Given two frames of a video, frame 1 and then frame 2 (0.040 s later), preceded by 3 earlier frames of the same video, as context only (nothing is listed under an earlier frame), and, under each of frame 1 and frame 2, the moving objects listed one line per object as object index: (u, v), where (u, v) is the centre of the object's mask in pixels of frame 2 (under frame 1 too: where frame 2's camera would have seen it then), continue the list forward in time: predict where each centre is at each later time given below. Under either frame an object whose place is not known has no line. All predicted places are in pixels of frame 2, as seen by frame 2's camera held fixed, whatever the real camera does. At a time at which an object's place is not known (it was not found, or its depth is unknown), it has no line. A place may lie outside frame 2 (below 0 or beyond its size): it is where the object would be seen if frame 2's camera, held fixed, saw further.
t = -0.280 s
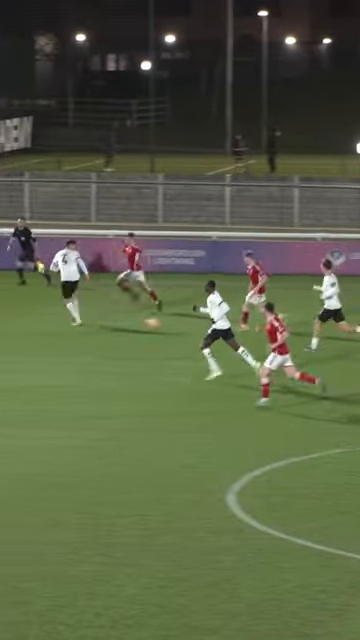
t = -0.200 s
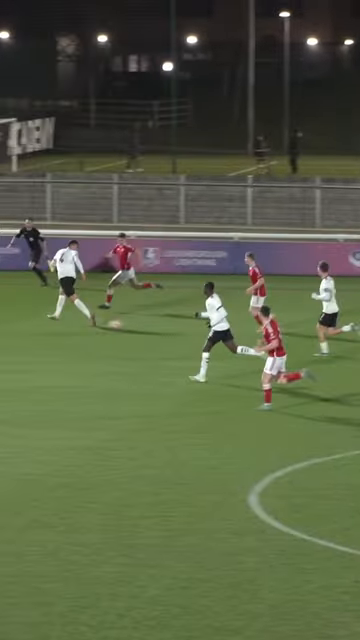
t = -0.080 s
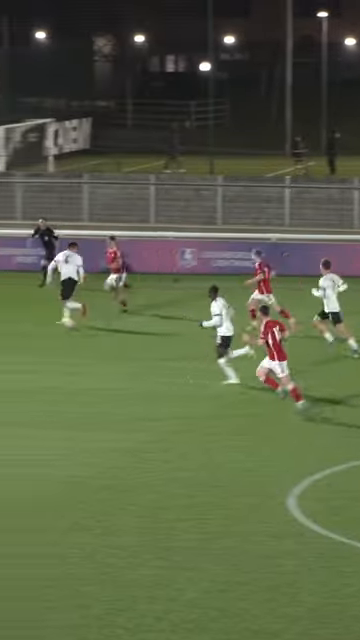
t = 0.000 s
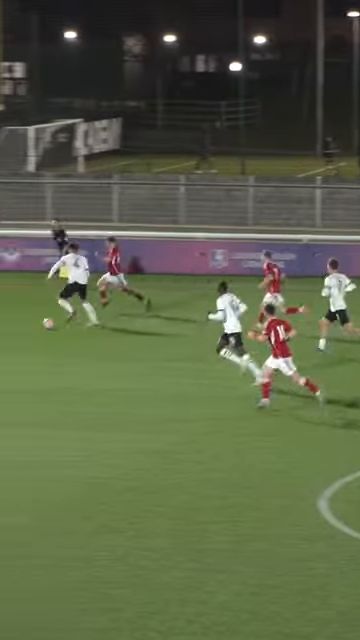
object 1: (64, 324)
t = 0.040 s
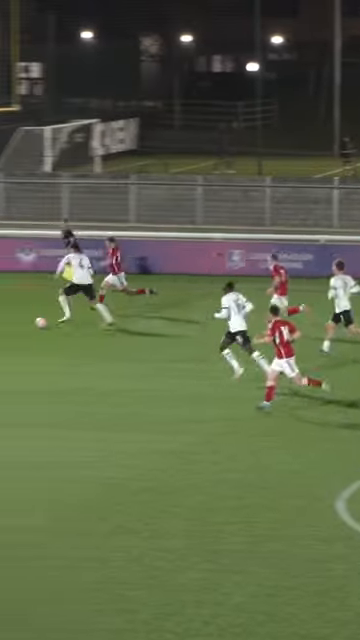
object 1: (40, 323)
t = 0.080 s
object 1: (17, 323)
